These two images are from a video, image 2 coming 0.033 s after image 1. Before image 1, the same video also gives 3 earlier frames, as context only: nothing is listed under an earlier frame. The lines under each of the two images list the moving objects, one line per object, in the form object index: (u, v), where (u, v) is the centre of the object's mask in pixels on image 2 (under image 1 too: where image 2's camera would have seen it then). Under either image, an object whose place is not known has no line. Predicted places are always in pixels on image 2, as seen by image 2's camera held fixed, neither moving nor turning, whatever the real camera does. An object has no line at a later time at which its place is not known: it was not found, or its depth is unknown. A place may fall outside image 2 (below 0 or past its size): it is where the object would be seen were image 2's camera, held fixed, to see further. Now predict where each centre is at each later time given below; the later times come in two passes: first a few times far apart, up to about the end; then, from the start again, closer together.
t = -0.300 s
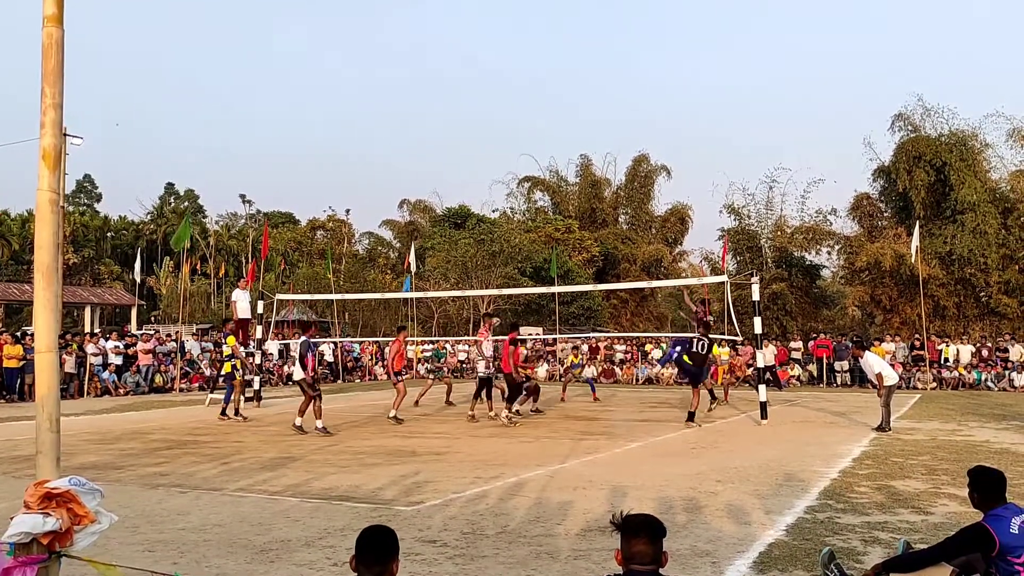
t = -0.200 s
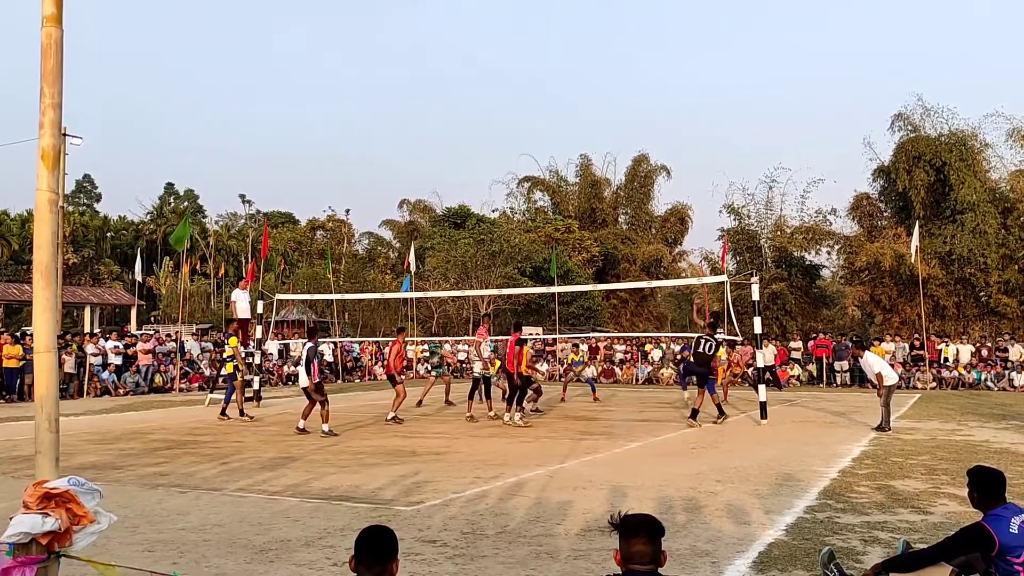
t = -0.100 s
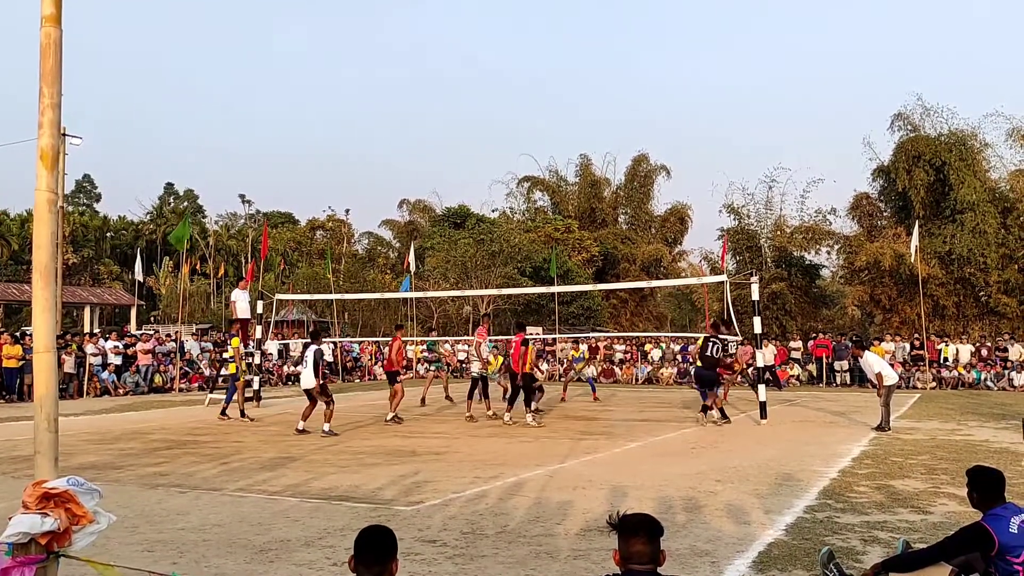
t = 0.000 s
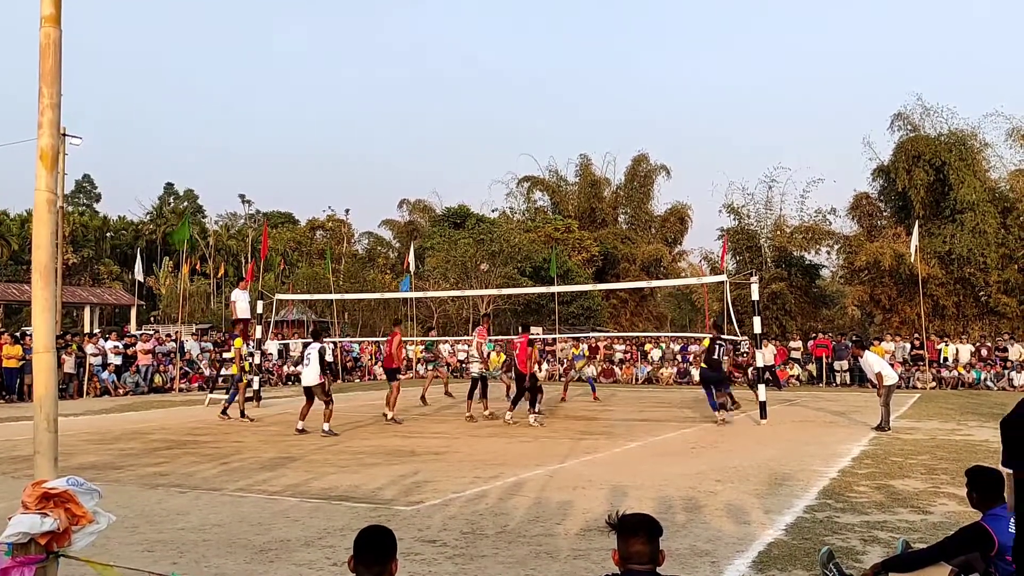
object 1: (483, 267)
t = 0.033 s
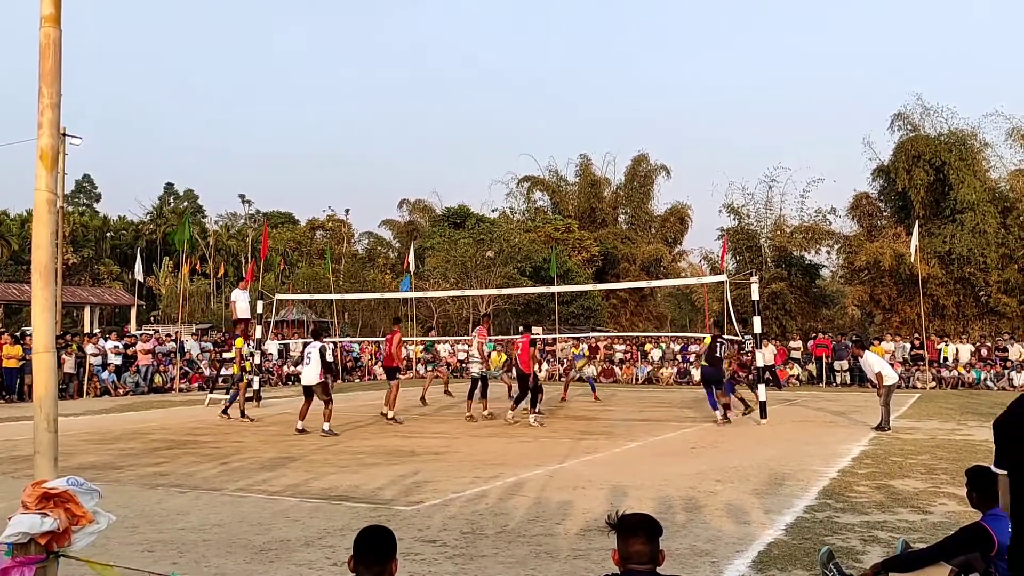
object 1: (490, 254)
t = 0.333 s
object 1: (536, 164)
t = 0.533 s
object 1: (564, 126)
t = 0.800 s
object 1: (598, 103)
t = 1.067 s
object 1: (631, 108)
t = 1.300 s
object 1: (658, 134)
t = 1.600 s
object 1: (692, 195)
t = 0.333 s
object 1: (536, 164)
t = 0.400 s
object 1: (546, 149)
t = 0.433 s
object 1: (551, 143)
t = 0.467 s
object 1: (555, 137)
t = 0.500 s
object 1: (559, 131)
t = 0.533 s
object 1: (564, 126)
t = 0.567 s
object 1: (569, 122)
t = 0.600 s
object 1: (573, 118)
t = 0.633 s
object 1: (577, 114)
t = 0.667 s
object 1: (581, 111)
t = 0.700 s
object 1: (586, 108)
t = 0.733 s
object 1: (590, 106)
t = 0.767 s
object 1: (594, 104)
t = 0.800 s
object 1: (598, 103)
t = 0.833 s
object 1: (603, 102)
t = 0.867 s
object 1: (607, 101)
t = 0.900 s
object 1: (611, 101)
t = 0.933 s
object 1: (615, 102)
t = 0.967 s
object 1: (618, 103)
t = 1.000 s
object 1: (623, 104)
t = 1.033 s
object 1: (627, 106)
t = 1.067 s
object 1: (631, 108)
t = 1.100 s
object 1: (635, 110)
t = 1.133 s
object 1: (638, 113)
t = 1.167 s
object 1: (642, 116)
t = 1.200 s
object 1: (646, 120)
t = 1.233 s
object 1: (650, 124)
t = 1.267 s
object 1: (654, 129)
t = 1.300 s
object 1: (658, 134)
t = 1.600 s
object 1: (692, 195)
